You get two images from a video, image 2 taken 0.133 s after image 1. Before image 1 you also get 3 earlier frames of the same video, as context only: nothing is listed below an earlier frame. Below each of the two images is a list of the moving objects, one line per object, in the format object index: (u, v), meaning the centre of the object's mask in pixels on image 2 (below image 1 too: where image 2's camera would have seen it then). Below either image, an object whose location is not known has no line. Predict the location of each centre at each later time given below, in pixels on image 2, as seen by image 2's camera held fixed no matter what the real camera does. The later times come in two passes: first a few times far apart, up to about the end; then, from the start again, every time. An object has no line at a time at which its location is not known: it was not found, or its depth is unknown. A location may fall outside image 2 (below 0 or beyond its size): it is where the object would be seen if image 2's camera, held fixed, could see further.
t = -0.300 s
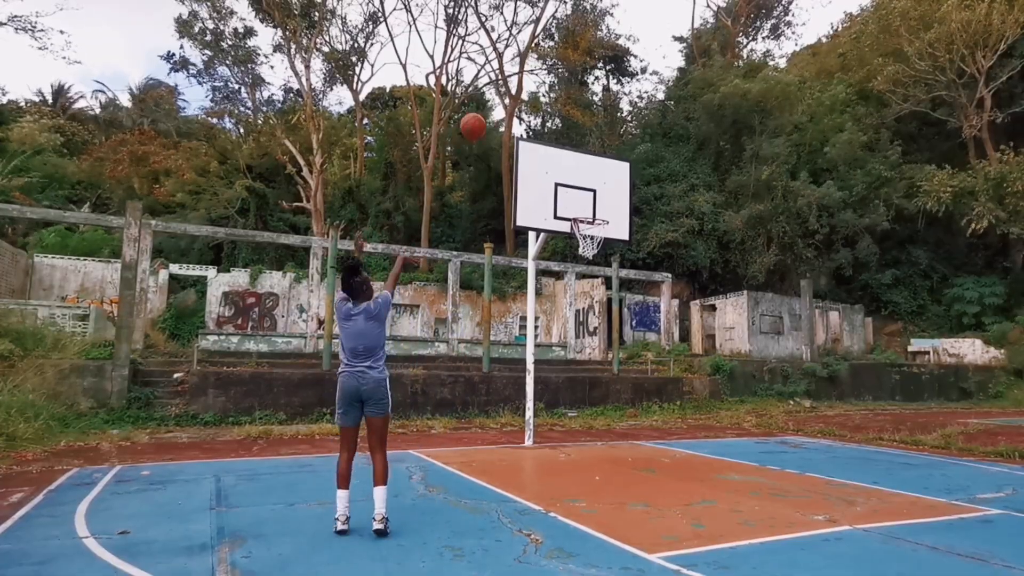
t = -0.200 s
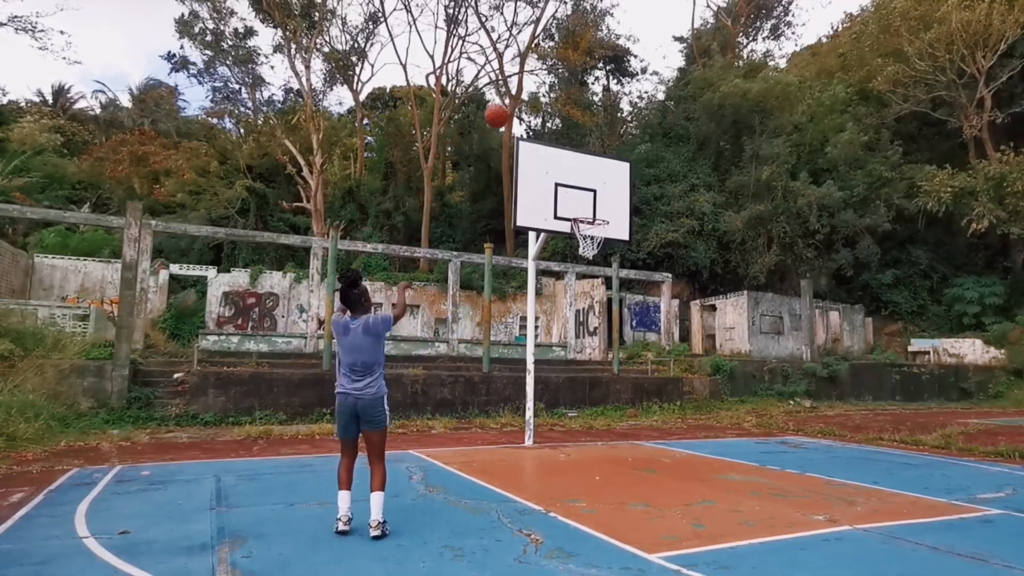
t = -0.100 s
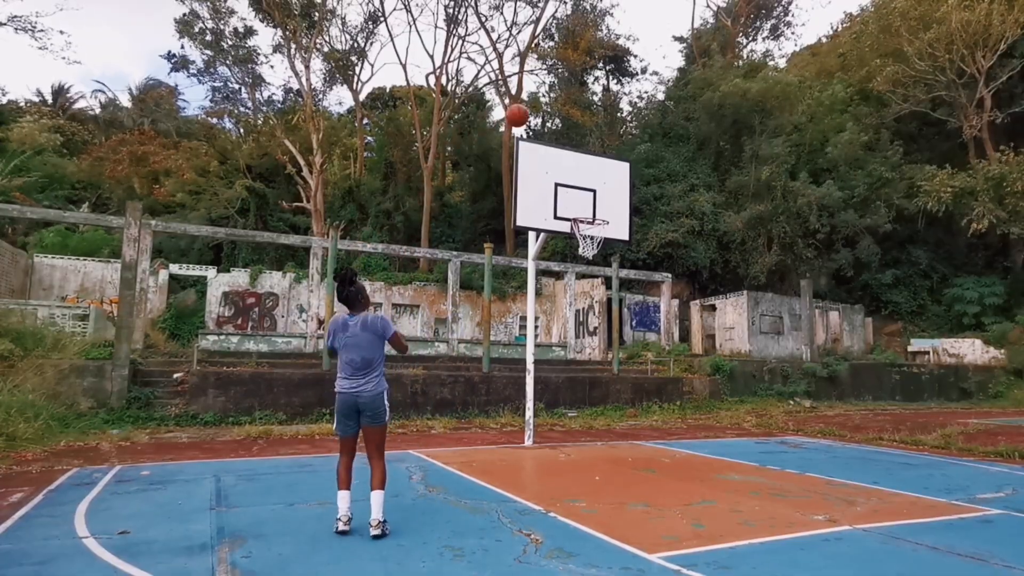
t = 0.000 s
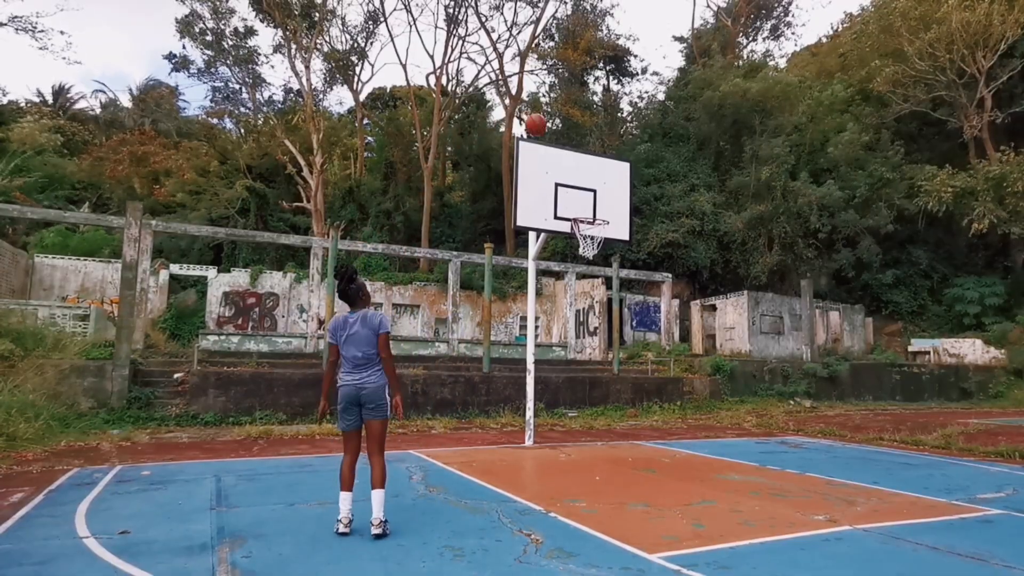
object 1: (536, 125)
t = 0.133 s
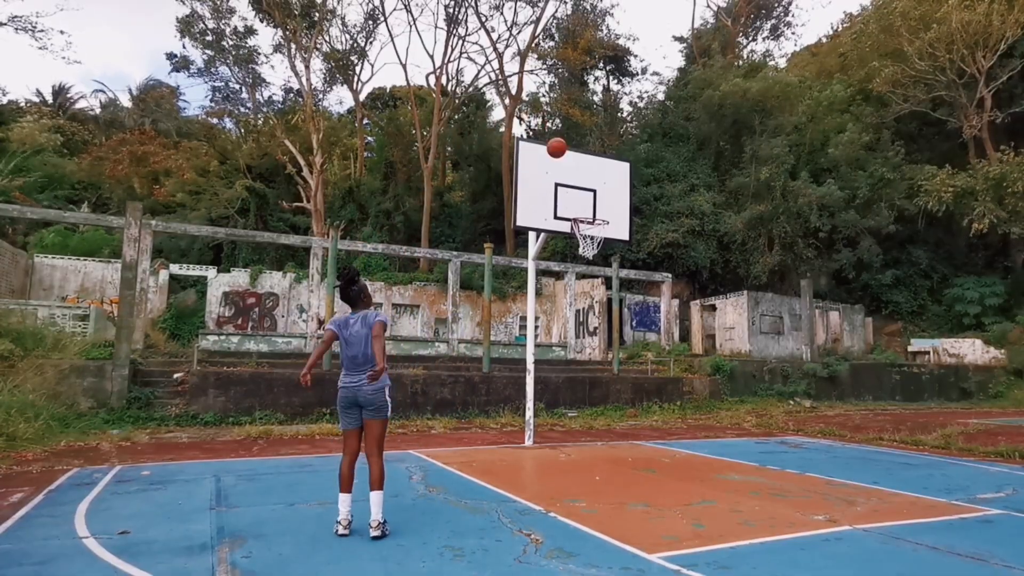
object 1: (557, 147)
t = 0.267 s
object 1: (575, 182)
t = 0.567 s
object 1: (597, 246)
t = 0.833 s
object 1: (600, 267)
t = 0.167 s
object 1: (561, 155)
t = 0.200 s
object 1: (566, 164)
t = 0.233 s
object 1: (570, 173)
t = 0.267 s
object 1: (575, 182)
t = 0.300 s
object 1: (579, 192)
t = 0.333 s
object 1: (583, 203)
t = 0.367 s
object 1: (587, 213)
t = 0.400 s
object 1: (591, 226)
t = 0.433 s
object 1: (596, 237)
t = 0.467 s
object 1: (600, 242)
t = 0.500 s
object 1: (601, 244)
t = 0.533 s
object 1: (598, 245)
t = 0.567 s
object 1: (597, 246)
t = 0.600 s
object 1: (598, 246)
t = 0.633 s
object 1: (599, 247)
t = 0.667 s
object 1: (599, 248)
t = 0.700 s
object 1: (600, 250)
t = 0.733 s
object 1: (600, 254)
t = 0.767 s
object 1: (601, 257)
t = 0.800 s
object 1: (601, 262)
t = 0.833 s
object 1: (600, 267)
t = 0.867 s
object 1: (601, 275)
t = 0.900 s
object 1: (601, 283)
